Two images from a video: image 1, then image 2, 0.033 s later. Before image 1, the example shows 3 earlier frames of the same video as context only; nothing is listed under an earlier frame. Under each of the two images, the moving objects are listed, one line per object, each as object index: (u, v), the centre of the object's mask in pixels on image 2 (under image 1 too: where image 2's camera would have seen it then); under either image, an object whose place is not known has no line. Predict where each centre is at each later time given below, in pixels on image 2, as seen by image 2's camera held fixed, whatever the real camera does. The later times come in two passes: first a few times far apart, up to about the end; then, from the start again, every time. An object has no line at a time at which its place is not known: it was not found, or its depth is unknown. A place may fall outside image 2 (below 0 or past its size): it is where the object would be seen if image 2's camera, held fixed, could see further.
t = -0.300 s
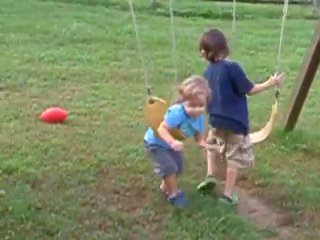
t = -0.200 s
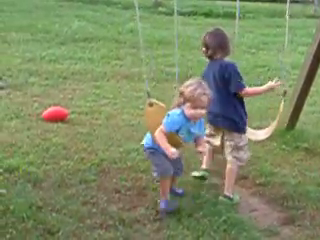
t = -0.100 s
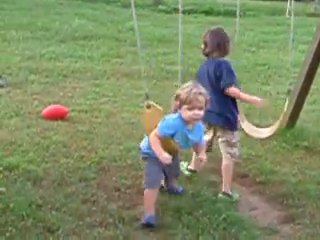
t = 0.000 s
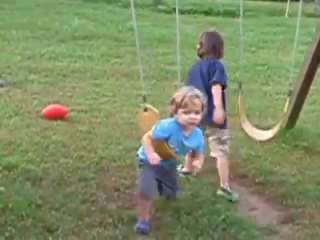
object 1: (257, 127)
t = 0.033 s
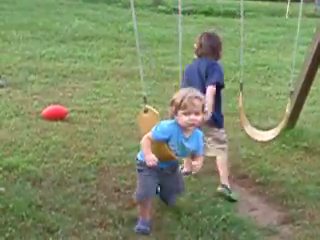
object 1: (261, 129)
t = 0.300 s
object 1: (277, 129)
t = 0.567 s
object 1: (266, 132)
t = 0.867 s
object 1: (259, 134)
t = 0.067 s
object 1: (260, 130)
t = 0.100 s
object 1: (264, 131)
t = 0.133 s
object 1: (266, 131)
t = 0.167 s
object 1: (271, 131)
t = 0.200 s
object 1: (273, 131)
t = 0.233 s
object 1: (275, 130)
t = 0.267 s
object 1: (274, 131)
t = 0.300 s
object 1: (277, 129)
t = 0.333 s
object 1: (275, 132)
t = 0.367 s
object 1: (274, 132)
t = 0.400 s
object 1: (273, 130)
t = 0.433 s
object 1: (272, 131)
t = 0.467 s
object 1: (271, 131)
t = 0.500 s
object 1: (269, 131)
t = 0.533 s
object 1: (268, 132)
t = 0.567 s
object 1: (266, 132)
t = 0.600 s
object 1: (265, 132)
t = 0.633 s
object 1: (264, 133)
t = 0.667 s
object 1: (263, 132)
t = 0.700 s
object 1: (261, 134)
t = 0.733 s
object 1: (260, 134)
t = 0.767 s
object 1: (259, 134)
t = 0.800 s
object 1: (259, 133)
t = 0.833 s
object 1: (259, 133)
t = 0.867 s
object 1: (259, 134)
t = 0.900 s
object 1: (257, 136)
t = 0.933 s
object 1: (257, 136)
